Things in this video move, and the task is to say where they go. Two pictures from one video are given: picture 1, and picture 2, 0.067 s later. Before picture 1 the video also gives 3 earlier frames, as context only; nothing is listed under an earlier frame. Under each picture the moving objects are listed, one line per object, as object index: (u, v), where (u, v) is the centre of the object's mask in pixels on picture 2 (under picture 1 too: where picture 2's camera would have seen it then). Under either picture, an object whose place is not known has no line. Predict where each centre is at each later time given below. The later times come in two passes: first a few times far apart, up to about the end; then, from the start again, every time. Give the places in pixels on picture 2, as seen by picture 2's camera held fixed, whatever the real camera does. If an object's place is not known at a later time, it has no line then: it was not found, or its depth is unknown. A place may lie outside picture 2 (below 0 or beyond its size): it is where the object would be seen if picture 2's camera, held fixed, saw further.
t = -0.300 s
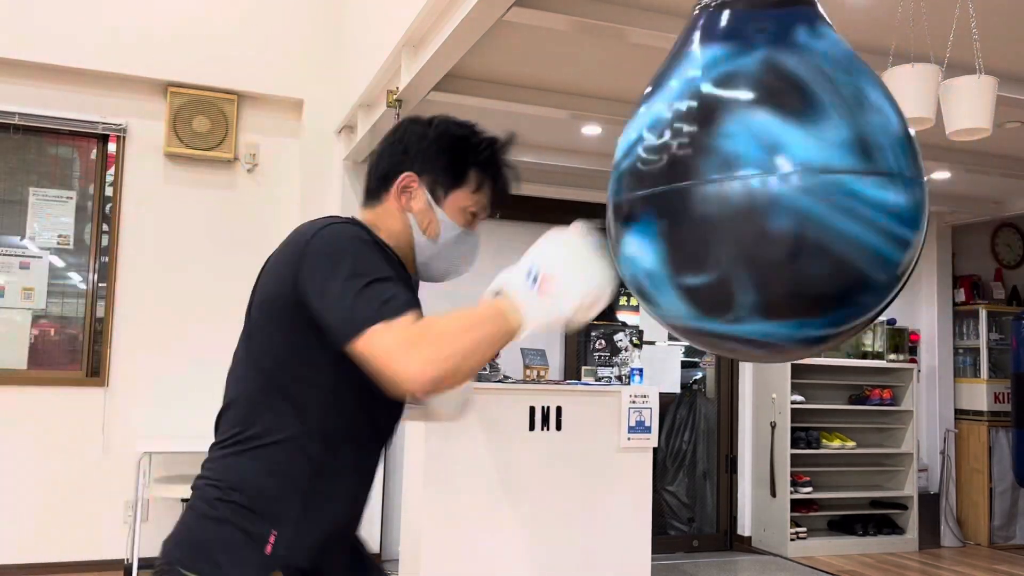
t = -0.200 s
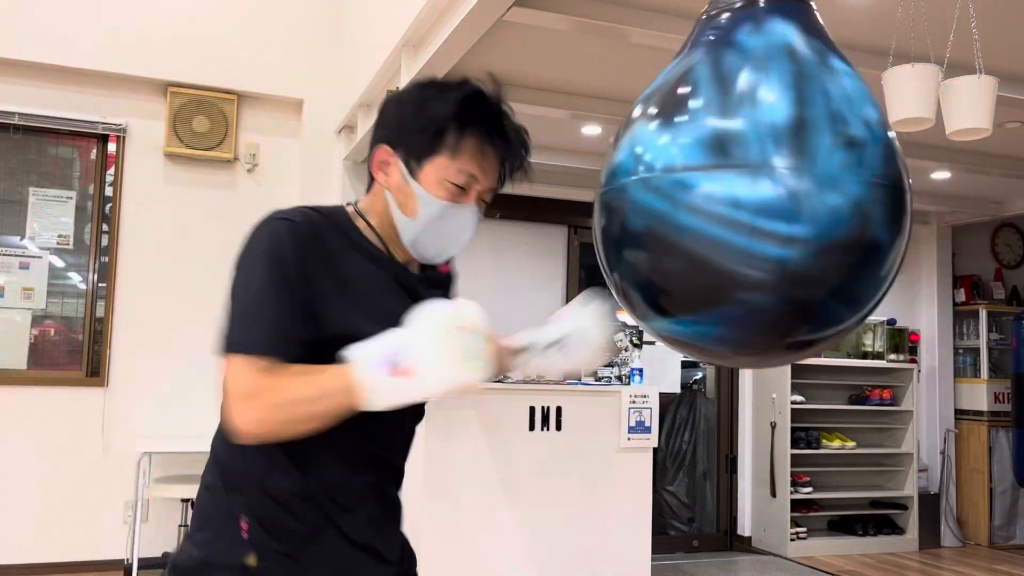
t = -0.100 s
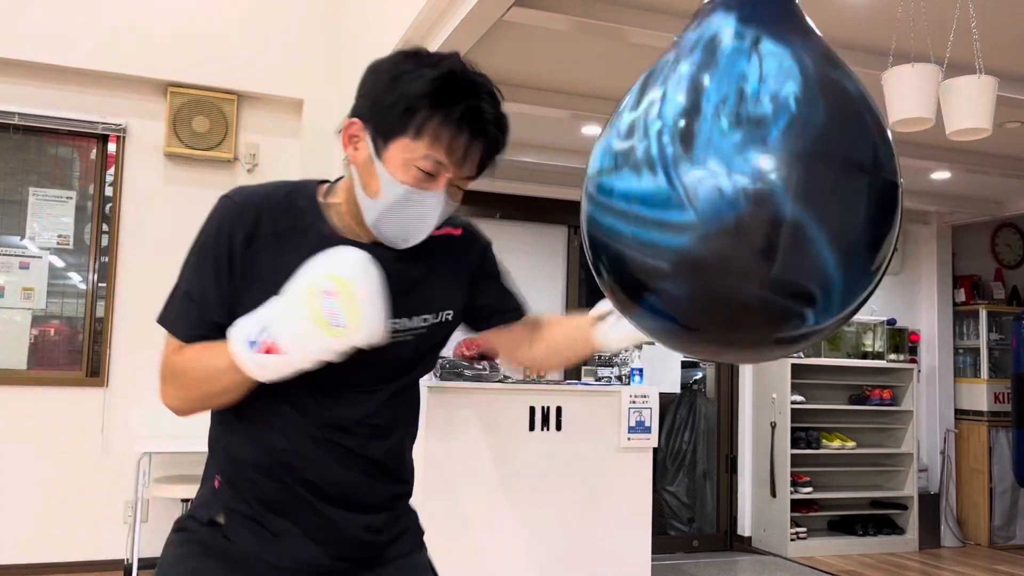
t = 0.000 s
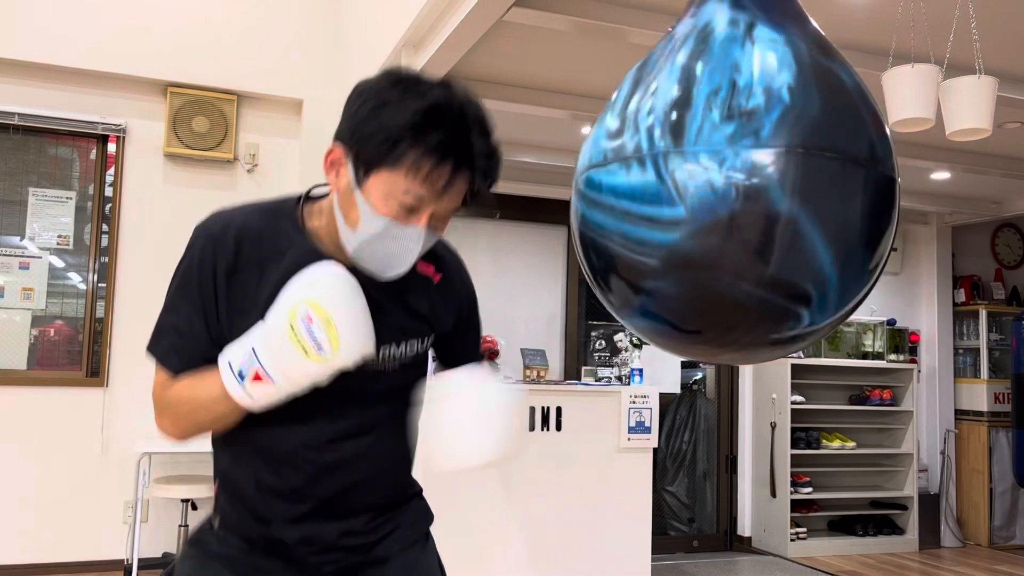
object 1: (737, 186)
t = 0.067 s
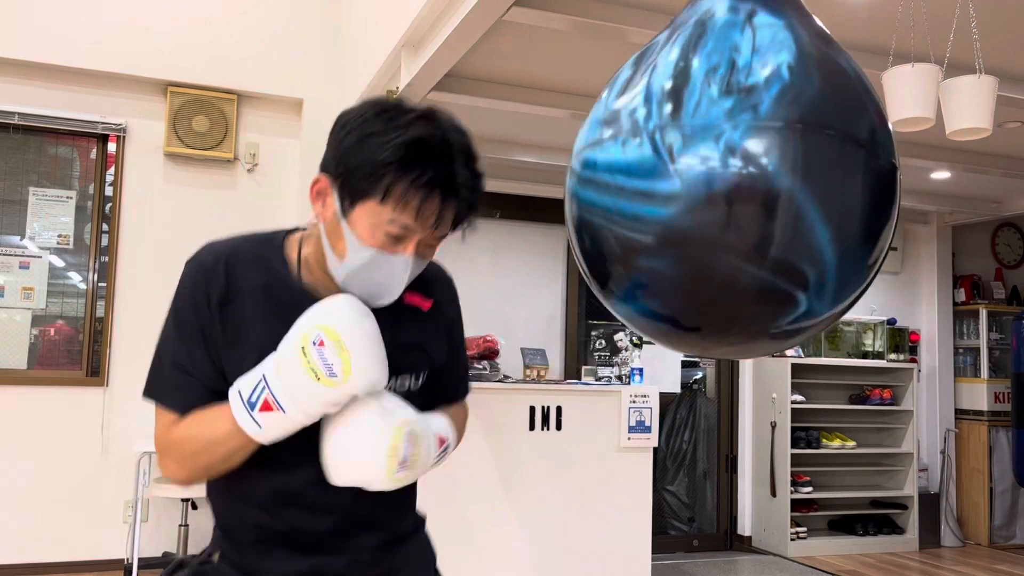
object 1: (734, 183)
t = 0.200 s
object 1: (736, 179)
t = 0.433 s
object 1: (749, 183)
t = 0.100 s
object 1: (736, 185)
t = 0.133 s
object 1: (734, 181)
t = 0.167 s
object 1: (736, 181)
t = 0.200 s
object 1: (736, 179)
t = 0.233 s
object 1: (737, 181)
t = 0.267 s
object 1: (737, 181)
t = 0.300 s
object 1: (738, 178)
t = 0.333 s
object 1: (739, 180)
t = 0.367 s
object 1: (741, 179)
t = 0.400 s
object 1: (746, 183)
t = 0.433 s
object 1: (749, 183)
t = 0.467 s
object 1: (749, 183)
